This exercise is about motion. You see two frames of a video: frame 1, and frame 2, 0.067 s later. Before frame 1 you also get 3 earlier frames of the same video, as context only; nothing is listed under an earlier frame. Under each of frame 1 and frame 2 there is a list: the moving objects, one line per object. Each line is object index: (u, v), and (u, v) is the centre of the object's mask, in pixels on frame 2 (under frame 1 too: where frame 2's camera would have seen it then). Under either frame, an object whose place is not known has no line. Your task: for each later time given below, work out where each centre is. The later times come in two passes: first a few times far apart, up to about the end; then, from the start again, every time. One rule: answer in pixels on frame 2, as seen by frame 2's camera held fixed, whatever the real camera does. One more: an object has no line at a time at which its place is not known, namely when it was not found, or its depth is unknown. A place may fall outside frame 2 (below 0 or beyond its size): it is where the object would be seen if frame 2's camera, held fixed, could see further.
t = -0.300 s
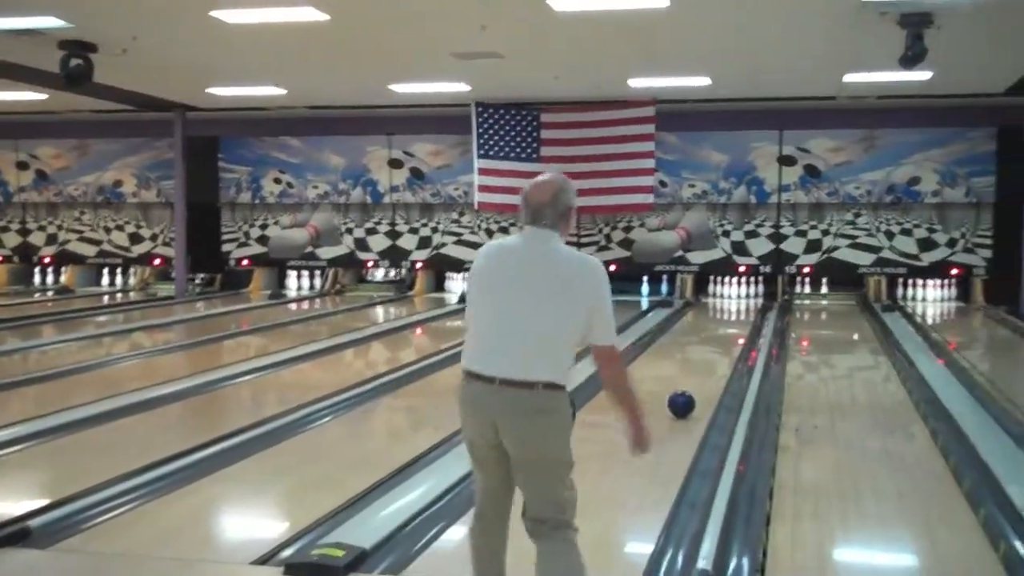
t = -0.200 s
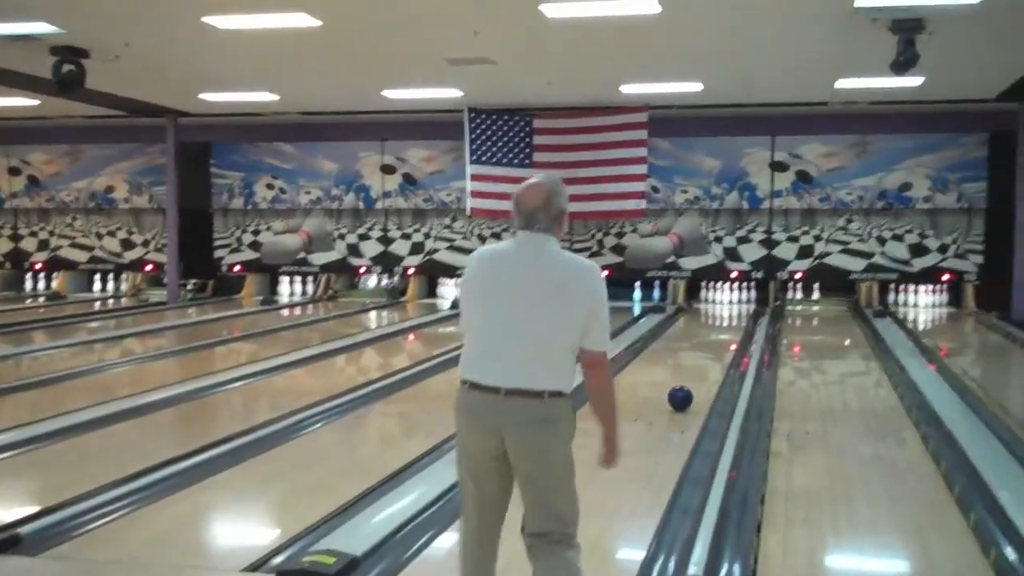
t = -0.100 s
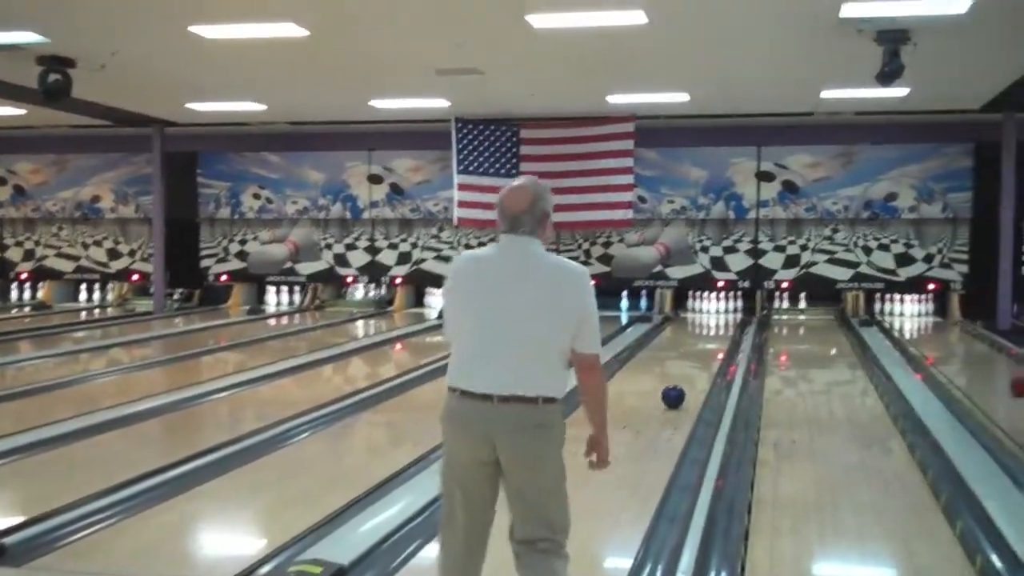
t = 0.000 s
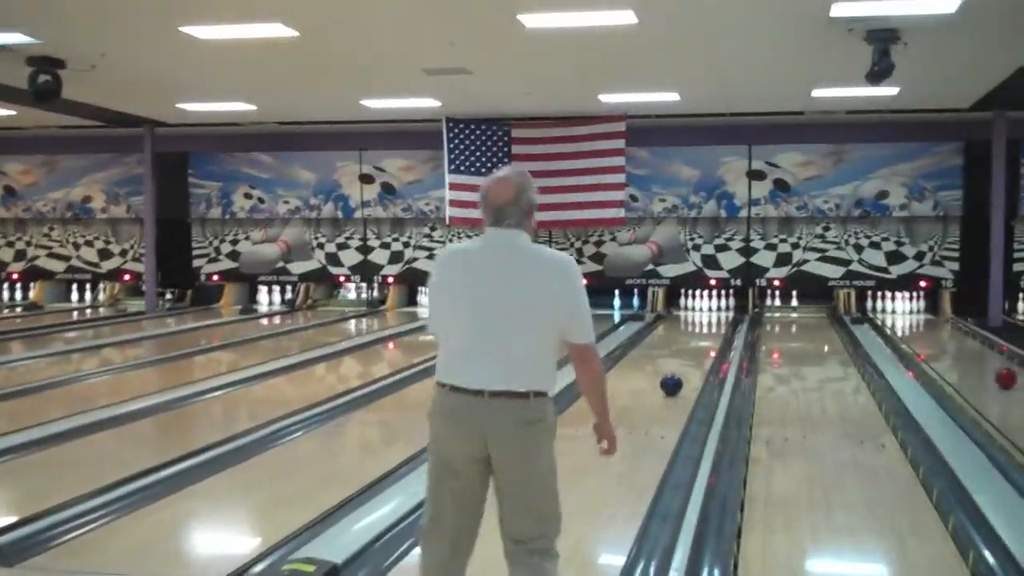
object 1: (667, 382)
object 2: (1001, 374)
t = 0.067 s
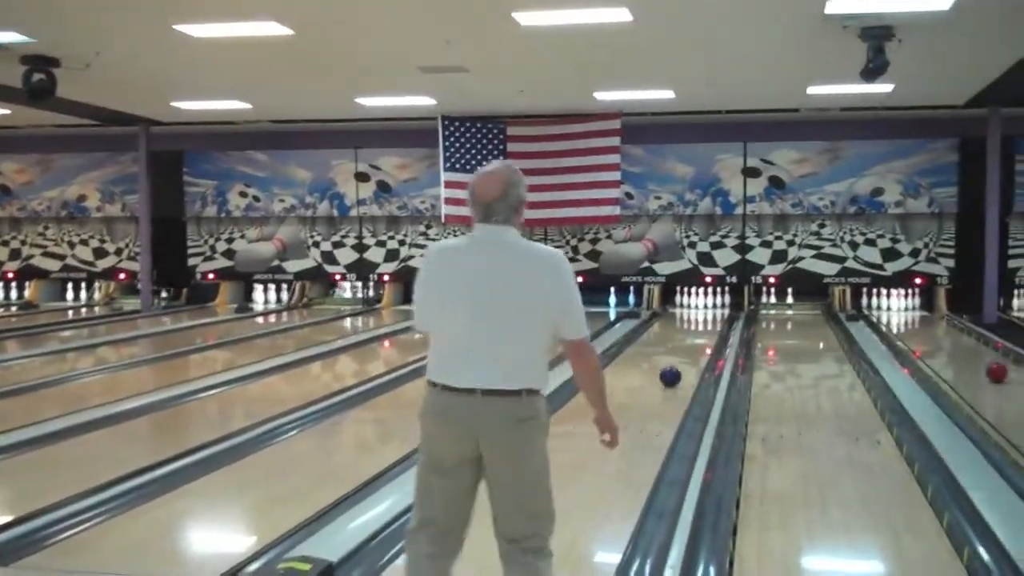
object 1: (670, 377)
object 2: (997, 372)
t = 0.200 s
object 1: (676, 367)
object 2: (990, 367)
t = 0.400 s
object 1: (683, 354)
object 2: (978, 361)
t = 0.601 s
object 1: (690, 343)
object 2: (969, 354)
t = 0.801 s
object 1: (694, 334)
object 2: (959, 348)
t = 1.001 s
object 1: (698, 326)
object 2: (950, 343)
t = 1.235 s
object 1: (702, 319)
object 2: (941, 339)
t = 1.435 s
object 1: (705, 313)
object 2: (933, 335)
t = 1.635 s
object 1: (708, 309)
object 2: (928, 331)
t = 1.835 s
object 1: (710, 303)
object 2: (920, 327)
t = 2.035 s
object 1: (717, 302)
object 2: (916, 325)
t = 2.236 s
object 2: (910, 322)
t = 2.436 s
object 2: (906, 319)
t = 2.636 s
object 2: (902, 316)
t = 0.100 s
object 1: (672, 374)
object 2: (995, 371)
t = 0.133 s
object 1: (673, 371)
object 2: (993, 369)
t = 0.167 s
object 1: (674, 369)
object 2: (991, 368)
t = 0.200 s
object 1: (676, 367)
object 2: (990, 367)
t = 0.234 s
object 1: (678, 365)
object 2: (988, 366)
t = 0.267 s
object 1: (679, 362)
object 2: (986, 365)
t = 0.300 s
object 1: (680, 360)
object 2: (984, 364)
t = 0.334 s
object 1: (681, 358)
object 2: (982, 363)
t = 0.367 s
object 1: (682, 356)
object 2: (981, 362)
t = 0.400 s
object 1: (683, 354)
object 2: (978, 361)
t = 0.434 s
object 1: (685, 352)
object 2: (976, 360)
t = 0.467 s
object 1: (685, 350)
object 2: (975, 359)
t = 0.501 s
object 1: (687, 348)
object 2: (972, 357)
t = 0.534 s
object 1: (688, 347)
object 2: (971, 356)
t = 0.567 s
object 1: (688, 345)
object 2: (970, 355)
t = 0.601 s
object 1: (690, 343)
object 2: (969, 354)
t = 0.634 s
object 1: (690, 342)
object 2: (966, 353)
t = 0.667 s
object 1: (691, 340)
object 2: (964, 352)
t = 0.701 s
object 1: (692, 339)
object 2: (963, 351)
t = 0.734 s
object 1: (693, 337)
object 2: (961, 350)
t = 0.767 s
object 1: (693, 336)
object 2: (960, 349)
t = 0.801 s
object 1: (694, 334)
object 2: (959, 348)
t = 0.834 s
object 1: (695, 333)
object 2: (957, 347)
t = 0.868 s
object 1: (696, 332)
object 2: (956, 347)
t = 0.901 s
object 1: (697, 331)
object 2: (954, 346)
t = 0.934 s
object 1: (697, 328)
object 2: (952, 344)
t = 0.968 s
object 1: (698, 328)
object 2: (951, 343)
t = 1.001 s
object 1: (698, 326)
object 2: (950, 343)
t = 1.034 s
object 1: (699, 325)
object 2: (948, 342)
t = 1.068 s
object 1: (699, 324)
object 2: (947, 341)
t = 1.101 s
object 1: (700, 323)
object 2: (945, 341)
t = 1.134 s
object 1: (701, 322)
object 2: (944, 340)
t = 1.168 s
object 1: (701, 322)
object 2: (943, 340)
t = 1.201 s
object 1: (702, 320)
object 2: (942, 339)
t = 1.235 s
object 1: (702, 319)
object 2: (941, 339)
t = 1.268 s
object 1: (703, 318)
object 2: (939, 338)
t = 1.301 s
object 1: (703, 318)
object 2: (938, 338)
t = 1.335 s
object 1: (704, 317)
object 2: (937, 337)
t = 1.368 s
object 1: (704, 316)
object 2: (936, 336)
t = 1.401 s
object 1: (705, 314)
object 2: (934, 335)
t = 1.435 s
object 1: (705, 313)
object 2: (933, 335)
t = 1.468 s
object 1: (705, 313)
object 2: (933, 334)
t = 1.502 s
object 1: (706, 313)
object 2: (931, 334)
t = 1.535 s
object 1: (706, 312)
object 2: (931, 333)
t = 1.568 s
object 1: (706, 311)
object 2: (929, 333)
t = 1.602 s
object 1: (707, 309)
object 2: (929, 331)
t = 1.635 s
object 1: (708, 309)
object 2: (928, 331)
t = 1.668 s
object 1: (708, 308)
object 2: (927, 331)
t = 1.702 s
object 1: (708, 307)
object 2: (925, 330)
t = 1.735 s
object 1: (709, 306)
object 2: (924, 329)
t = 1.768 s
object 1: (709, 305)
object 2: (922, 328)
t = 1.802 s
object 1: (709, 304)
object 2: (920, 328)
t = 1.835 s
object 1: (710, 303)
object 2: (920, 327)
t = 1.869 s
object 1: (713, 303)
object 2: (920, 327)
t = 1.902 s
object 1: (714, 302)
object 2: (919, 327)
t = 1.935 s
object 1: (714, 303)
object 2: (918, 326)
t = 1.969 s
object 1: (715, 300)
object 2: (917, 325)
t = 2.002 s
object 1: (717, 300)
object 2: (916, 325)
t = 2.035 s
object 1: (717, 302)
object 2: (916, 325)
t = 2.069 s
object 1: (720, 302)
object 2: (916, 325)
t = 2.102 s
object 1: (721, 302)
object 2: (915, 324)
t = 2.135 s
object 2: (914, 324)
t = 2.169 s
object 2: (912, 323)
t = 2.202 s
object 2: (911, 323)
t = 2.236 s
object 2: (910, 322)
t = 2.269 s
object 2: (910, 321)
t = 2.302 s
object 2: (910, 321)
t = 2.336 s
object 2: (908, 320)
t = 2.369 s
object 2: (908, 320)
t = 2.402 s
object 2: (907, 320)
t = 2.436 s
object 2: (906, 319)
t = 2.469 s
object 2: (905, 318)
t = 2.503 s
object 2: (905, 318)
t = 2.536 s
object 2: (904, 318)
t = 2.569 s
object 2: (903, 317)
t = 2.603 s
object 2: (903, 317)
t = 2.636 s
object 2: (902, 316)
